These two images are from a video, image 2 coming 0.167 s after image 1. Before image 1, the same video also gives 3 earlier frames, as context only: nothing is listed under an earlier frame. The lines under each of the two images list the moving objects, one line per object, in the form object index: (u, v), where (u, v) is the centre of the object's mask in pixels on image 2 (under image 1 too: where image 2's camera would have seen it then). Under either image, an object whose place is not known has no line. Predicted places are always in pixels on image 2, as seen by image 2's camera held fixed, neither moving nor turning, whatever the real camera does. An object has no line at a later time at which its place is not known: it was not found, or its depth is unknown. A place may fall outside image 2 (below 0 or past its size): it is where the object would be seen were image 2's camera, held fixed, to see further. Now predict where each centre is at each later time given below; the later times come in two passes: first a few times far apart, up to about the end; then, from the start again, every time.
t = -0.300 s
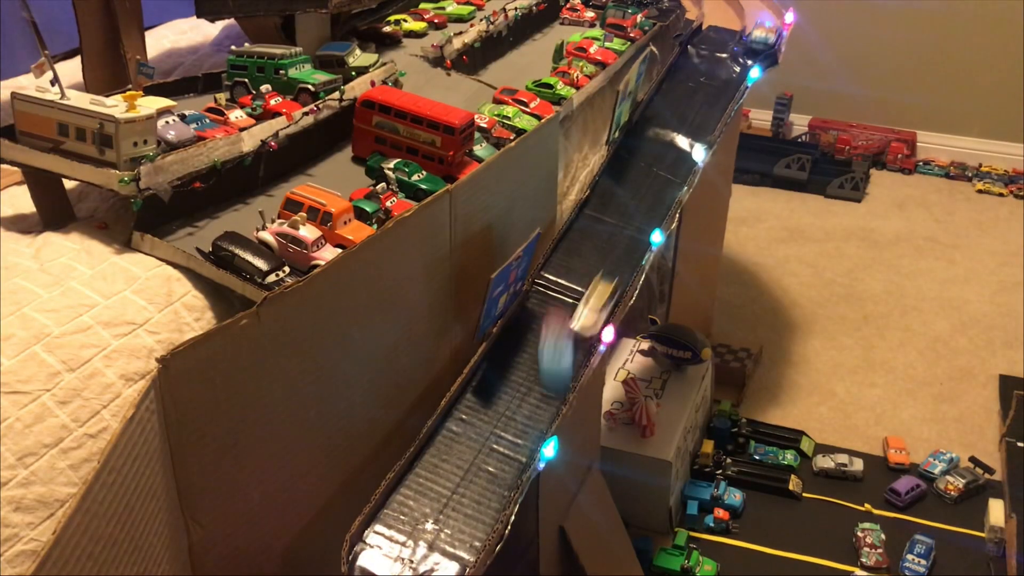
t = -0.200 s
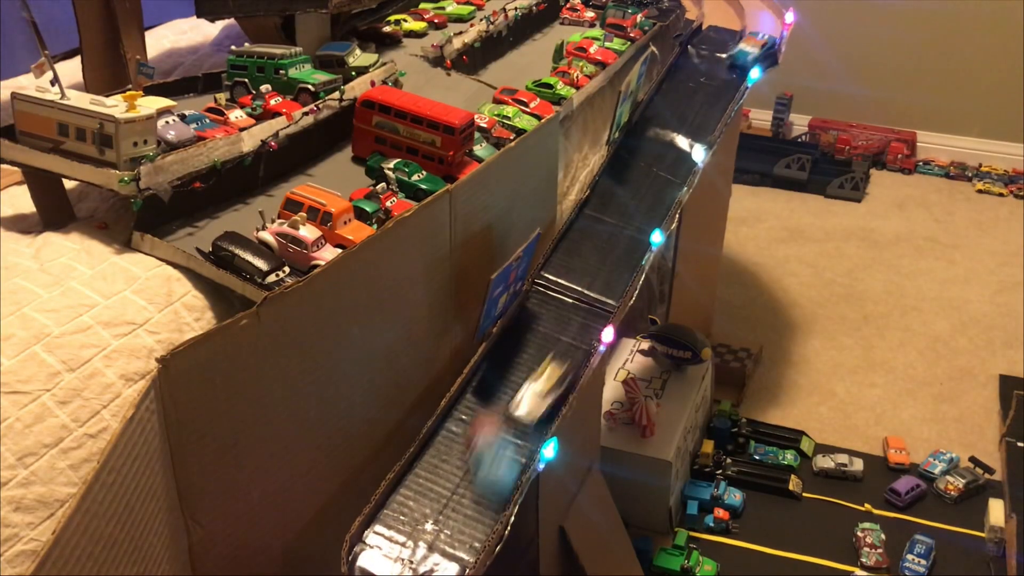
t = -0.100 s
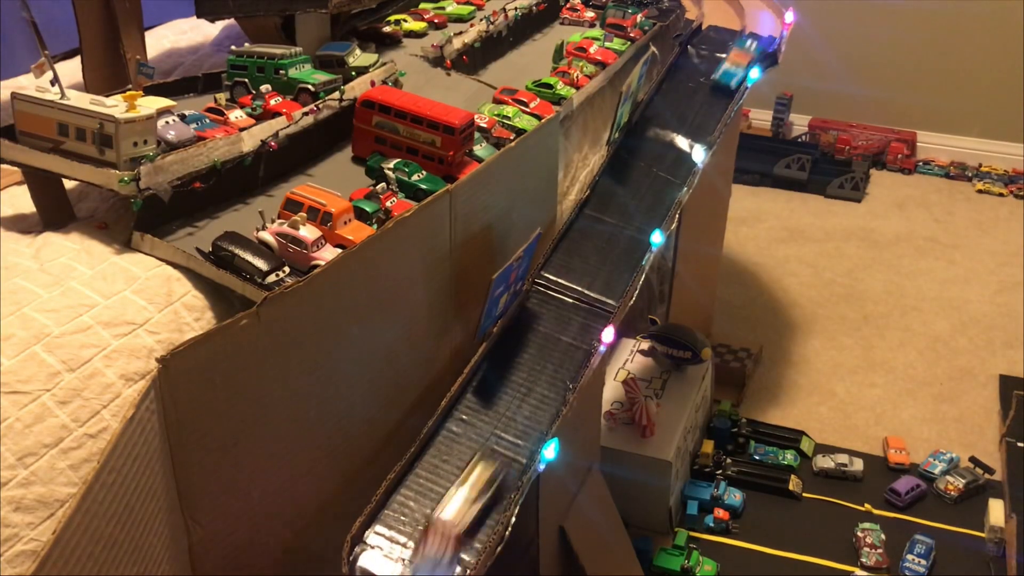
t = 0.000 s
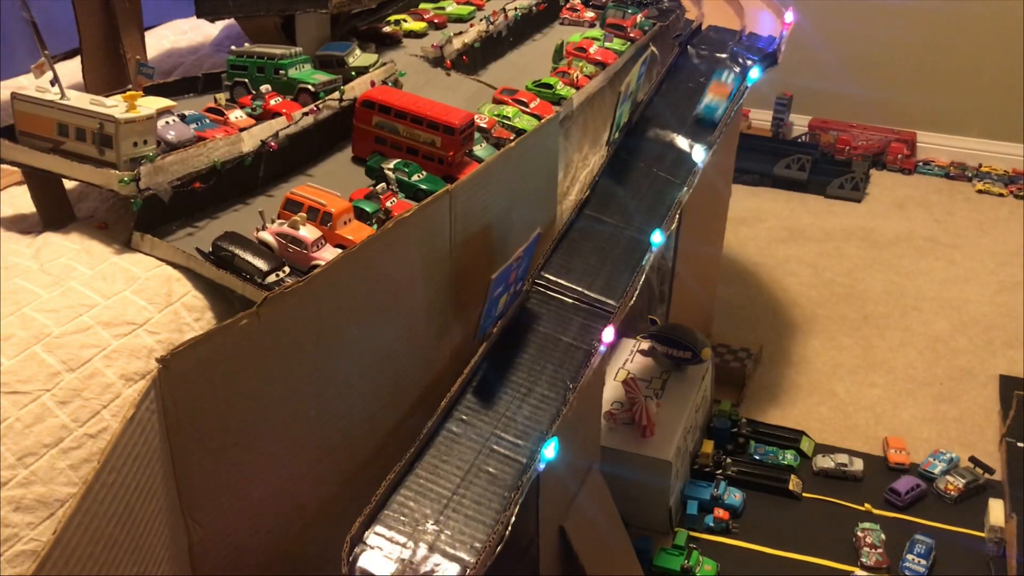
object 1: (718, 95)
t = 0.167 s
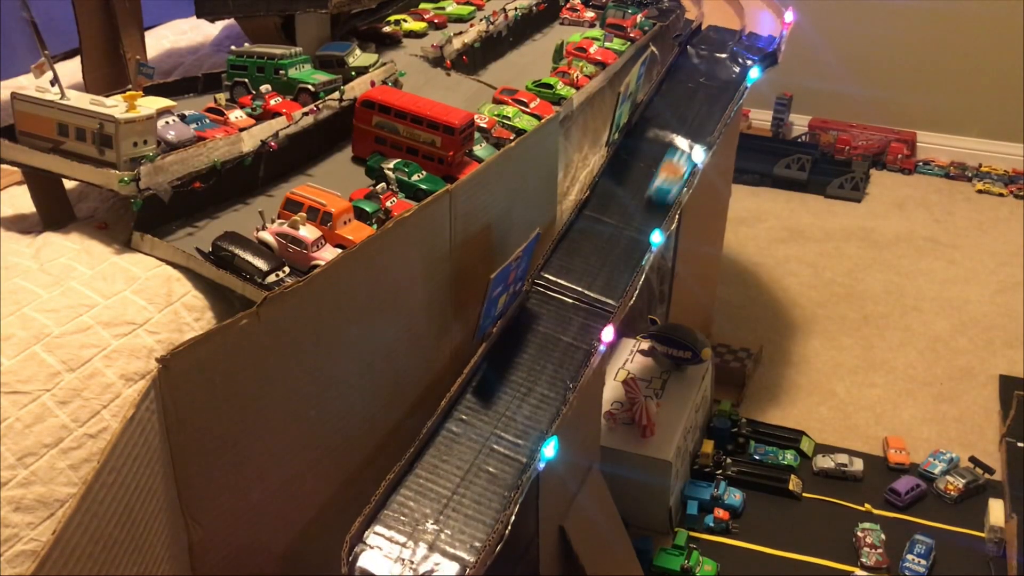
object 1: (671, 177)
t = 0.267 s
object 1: (636, 236)
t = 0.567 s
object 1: (476, 520)
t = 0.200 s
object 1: (661, 194)
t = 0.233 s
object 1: (650, 214)
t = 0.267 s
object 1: (636, 236)
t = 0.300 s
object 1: (623, 261)
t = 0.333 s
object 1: (610, 284)
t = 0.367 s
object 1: (595, 311)
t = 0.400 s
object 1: (578, 343)
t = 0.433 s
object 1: (560, 372)
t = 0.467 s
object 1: (544, 403)
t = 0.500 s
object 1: (523, 442)
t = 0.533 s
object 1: (502, 479)
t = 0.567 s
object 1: (476, 520)
